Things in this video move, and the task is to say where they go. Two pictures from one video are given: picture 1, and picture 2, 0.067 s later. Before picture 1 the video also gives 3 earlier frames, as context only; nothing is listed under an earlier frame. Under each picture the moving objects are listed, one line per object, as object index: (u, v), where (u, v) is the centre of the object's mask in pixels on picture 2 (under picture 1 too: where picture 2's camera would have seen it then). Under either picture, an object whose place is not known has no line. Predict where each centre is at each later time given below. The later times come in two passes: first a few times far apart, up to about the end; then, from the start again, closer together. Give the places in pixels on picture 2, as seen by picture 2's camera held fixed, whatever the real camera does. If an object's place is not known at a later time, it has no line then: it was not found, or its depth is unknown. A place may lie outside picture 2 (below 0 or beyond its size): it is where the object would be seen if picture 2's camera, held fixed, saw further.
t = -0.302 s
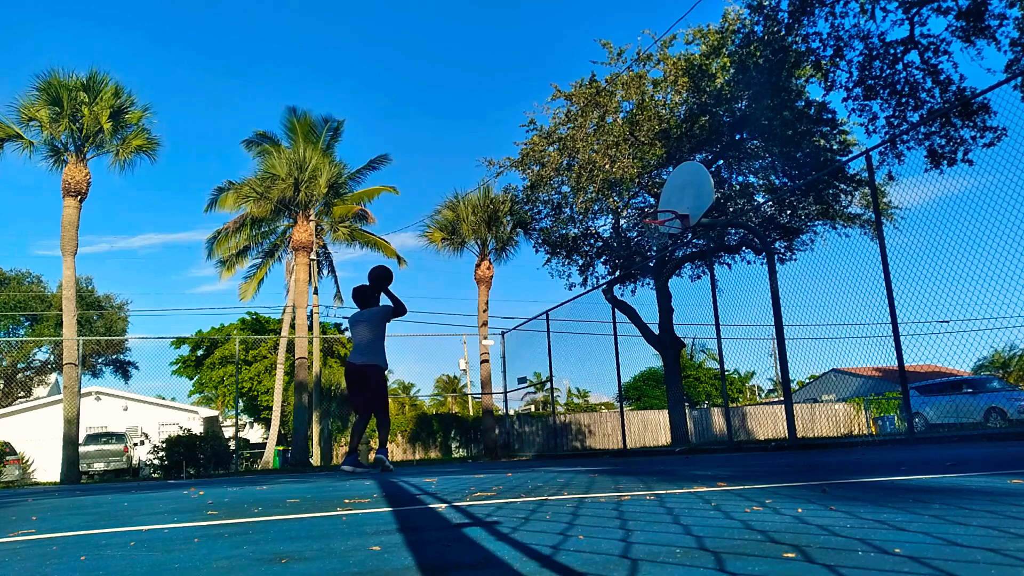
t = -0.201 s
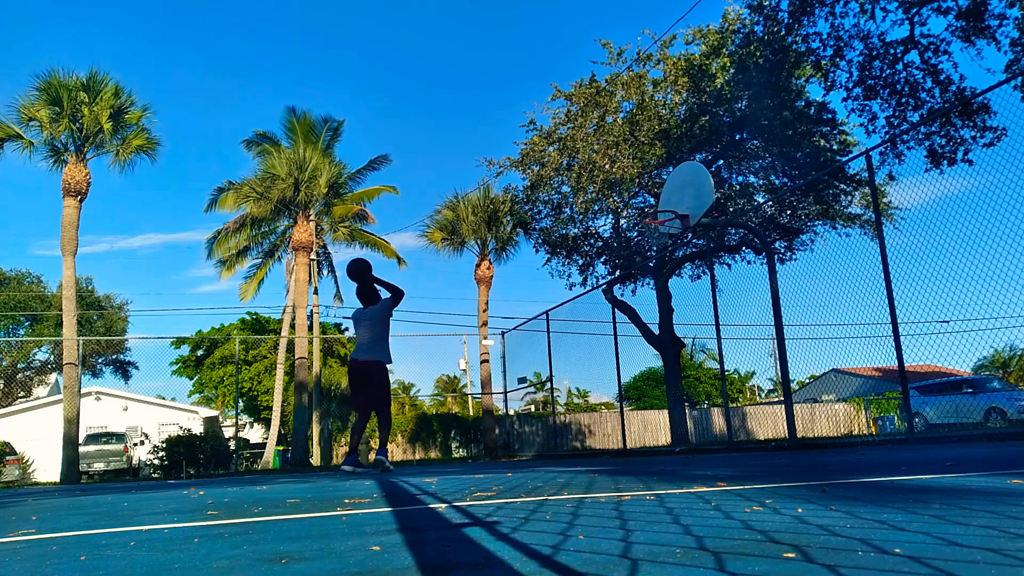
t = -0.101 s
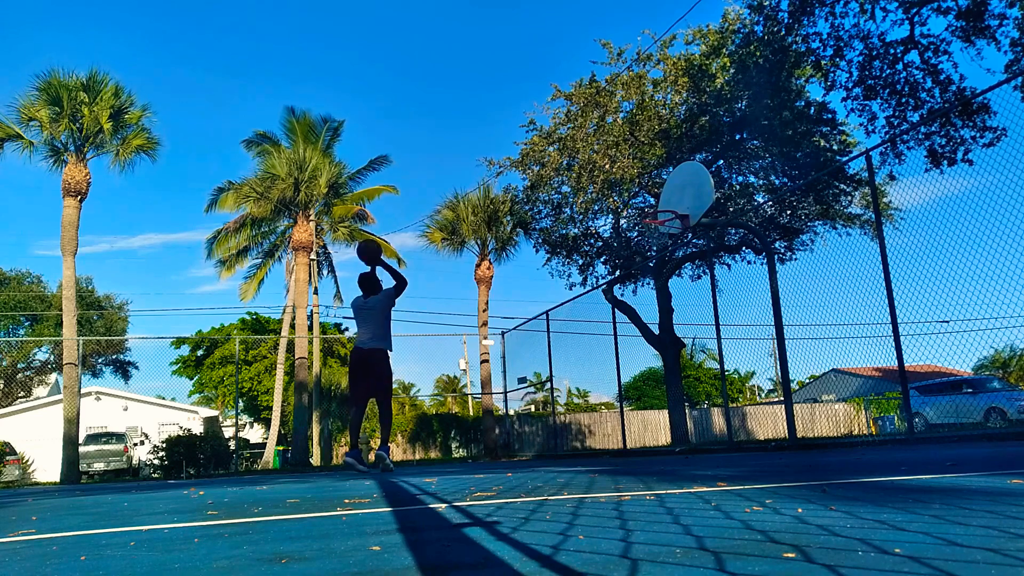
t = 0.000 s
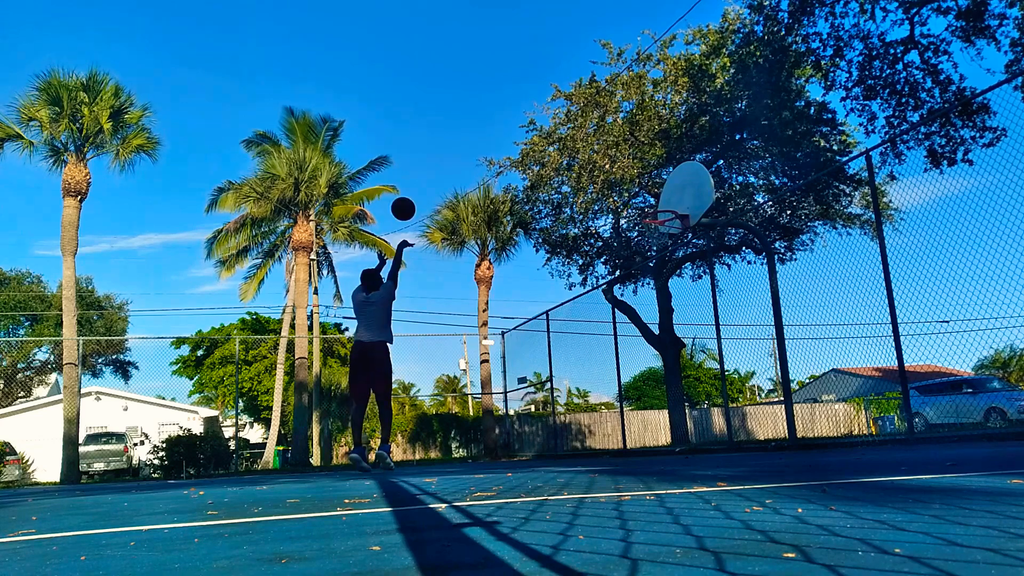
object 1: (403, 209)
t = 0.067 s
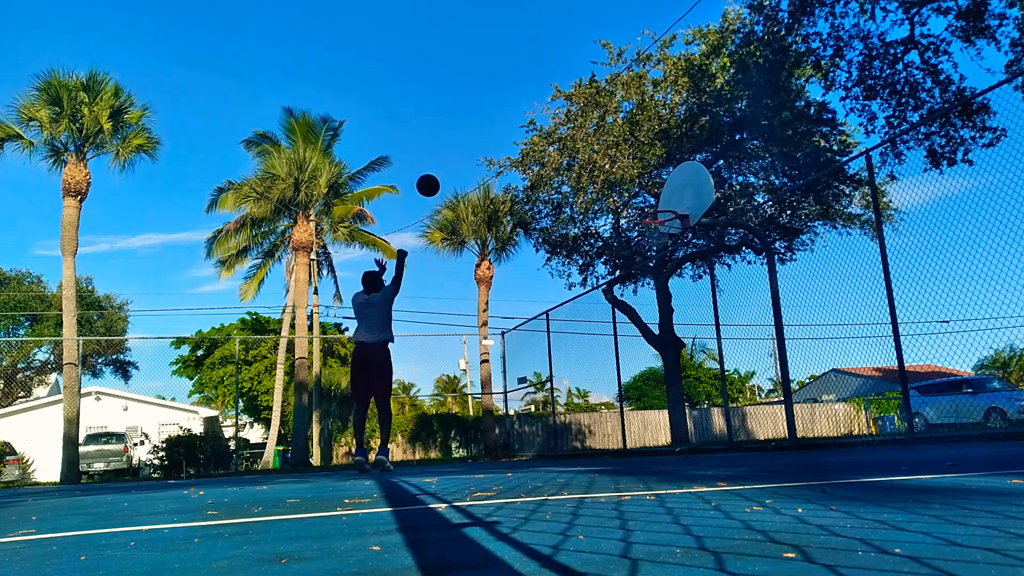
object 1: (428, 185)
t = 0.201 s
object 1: (473, 153)
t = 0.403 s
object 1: (532, 136)
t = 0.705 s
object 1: (610, 164)
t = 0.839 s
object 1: (643, 194)
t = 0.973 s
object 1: (665, 231)
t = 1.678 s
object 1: (620, 345)
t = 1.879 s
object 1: (595, 292)
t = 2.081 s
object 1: (572, 267)
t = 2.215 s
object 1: (557, 269)
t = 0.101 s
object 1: (440, 176)
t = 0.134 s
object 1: (451, 167)
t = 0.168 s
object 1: (462, 160)
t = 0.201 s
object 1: (473, 153)
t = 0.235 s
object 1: (483, 148)
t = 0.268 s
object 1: (494, 144)
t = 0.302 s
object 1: (504, 140)
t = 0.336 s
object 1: (513, 138)
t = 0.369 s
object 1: (523, 136)
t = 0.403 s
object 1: (532, 136)
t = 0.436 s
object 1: (541, 136)
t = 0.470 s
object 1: (551, 137)
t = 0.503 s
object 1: (559, 138)
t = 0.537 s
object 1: (568, 141)
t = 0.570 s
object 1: (577, 145)
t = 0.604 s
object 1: (586, 148)
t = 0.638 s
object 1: (595, 153)
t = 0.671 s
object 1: (603, 158)
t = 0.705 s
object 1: (610, 164)
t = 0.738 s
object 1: (618, 170)
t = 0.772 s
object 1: (627, 178)
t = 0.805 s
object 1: (634, 185)
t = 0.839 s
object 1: (643, 194)
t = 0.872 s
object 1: (651, 203)
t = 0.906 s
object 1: (657, 213)
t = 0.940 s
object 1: (665, 223)
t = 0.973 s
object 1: (665, 231)
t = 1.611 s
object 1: (629, 369)
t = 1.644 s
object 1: (624, 357)
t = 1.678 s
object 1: (620, 345)
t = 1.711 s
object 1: (616, 334)
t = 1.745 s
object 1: (611, 324)
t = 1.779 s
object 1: (607, 315)
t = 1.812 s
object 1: (603, 307)
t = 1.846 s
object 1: (598, 299)
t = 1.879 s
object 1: (595, 292)
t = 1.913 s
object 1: (591, 286)
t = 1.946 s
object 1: (588, 281)
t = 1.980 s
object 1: (584, 275)
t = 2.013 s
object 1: (580, 273)
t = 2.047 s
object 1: (576, 269)
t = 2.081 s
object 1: (572, 267)
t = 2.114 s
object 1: (568, 267)
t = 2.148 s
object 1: (565, 267)
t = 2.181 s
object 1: (561, 267)
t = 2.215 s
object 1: (557, 269)
